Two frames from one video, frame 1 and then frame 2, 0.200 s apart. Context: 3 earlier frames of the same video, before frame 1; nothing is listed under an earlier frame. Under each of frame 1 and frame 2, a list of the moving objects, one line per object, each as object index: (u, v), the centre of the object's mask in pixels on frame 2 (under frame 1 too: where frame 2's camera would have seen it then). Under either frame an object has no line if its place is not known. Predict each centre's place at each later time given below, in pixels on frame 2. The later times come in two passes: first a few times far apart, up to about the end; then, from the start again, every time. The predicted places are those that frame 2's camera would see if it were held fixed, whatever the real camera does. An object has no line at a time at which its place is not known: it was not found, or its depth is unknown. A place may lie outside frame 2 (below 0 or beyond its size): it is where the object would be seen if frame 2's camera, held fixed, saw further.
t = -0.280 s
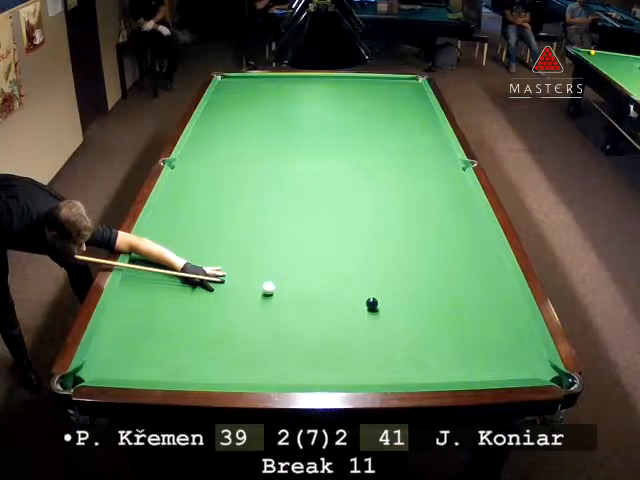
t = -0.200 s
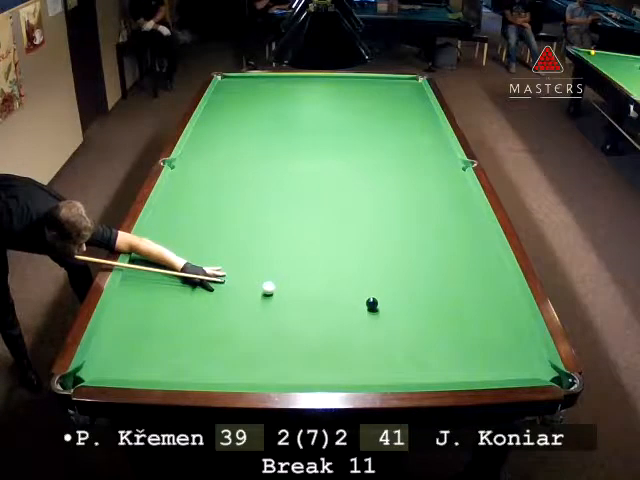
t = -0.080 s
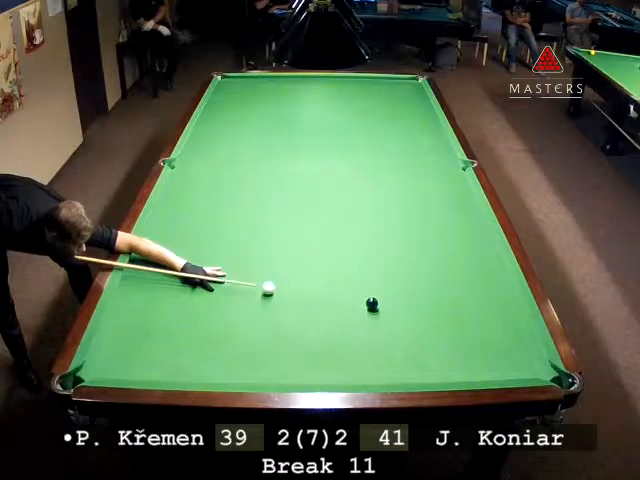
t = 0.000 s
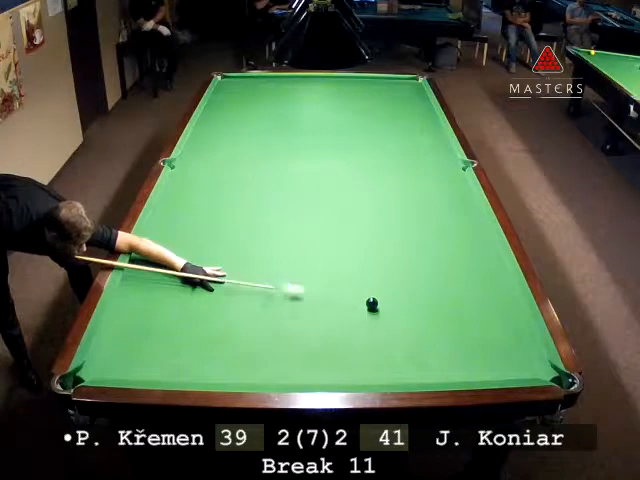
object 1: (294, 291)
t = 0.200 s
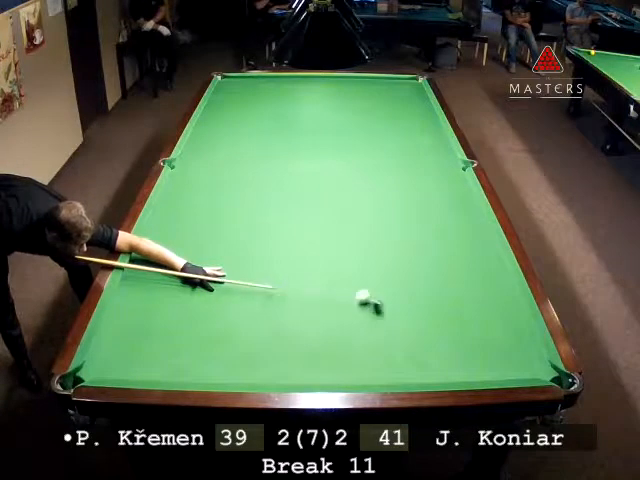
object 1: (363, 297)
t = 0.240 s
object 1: (366, 294)
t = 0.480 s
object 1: (396, 282)
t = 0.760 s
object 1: (429, 269)
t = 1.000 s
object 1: (455, 260)
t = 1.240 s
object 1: (477, 251)
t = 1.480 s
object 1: (489, 244)
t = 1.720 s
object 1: (471, 238)
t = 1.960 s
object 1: (456, 233)
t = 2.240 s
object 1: (439, 228)
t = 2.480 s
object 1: (426, 224)
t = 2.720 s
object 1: (415, 220)
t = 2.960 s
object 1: (404, 217)
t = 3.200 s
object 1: (395, 214)
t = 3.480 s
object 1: (386, 212)
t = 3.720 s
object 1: (379, 210)
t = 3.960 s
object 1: (374, 209)
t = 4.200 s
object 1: (369, 208)
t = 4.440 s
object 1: (365, 207)
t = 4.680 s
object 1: (363, 207)
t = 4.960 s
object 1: (361, 207)
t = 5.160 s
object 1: (361, 207)
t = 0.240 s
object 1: (366, 294)
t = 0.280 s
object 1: (370, 291)
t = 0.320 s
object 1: (376, 289)
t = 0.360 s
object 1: (381, 287)
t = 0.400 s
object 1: (386, 285)
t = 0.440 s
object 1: (391, 283)
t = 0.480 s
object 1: (396, 282)
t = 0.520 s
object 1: (401, 280)
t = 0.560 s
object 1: (406, 278)
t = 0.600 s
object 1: (411, 276)
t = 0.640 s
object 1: (416, 274)
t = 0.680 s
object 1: (420, 273)
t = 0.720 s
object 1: (425, 271)
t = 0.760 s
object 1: (429, 269)
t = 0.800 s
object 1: (433, 267)
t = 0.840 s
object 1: (438, 266)
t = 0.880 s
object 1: (442, 264)
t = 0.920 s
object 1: (446, 263)
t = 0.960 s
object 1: (450, 262)
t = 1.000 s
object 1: (455, 260)
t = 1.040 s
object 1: (459, 258)
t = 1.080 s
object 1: (462, 257)
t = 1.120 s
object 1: (466, 255)
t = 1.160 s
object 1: (470, 254)
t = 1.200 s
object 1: (474, 253)
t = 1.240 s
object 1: (477, 251)
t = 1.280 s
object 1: (481, 250)
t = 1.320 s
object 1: (484, 249)
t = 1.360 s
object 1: (488, 248)
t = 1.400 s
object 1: (490, 246)
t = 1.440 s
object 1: (492, 245)
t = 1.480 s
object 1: (489, 244)
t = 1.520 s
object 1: (486, 243)
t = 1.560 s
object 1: (483, 242)
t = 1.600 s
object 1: (480, 241)
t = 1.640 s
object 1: (477, 240)
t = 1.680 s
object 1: (474, 239)
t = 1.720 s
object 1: (471, 238)
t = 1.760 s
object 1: (469, 238)
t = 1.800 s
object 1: (466, 237)
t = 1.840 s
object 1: (463, 236)
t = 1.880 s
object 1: (461, 235)
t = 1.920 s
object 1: (458, 234)
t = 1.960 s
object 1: (456, 233)
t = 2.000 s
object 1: (453, 233)
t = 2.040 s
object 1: (451, 232)
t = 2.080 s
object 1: (448, 231)
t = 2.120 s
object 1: (446, 230)
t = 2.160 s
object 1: (443, 230)
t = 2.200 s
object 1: (442, 229)
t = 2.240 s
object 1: (439, 228)
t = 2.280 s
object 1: (437, 227)
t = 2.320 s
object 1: (436, 227)
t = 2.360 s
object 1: (433, 226)
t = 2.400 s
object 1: (431, 225)
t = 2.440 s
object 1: (428, 225)
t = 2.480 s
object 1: (426, 224)
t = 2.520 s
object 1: (424, 223)
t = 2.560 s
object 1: (422, 223)
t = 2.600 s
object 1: (420, 222)
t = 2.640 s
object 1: (418, 222)
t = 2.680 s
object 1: (417, 221)
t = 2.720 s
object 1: (415, 220)
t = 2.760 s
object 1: (413, 220)
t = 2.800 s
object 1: (411, 219)
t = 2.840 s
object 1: (409, 219)
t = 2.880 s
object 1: (408, 218)
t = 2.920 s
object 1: (406, 218)
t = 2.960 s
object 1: (404, 217)
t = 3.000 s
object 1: (403, 217)
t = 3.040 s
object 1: (401, 216)
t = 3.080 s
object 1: (400, 216)
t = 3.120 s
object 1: (398, 215)
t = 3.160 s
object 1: (397, 215)
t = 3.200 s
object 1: (395, 214)
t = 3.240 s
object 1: (394, 214)
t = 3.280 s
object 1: (393, 214)
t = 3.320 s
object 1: (391, 213)
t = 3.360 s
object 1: (390, 213)
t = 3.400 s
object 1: (389, 213)
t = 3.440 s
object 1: (387, 212)
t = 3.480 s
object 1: (386, 212)
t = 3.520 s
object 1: (385, 211)
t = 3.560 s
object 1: (383, 211)
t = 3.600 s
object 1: (382, 211)
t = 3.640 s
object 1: (381, 211)
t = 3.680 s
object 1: (380, 210)
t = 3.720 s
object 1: (379, 210)
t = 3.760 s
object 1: (378, 210)
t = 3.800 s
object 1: (377, 210)
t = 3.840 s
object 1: (376, 210)
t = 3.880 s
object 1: (375, 209)
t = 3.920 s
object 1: (375, 209)
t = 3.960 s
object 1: (374, 209)
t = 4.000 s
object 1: (373, 209)
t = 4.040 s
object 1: (372, 209)
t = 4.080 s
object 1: (371, 208)
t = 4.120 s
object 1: (370, 208)
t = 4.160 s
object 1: (370, 208)
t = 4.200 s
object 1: (369, 208)
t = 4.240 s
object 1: (368, 207)
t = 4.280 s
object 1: (368, 207)
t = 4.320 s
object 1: (367, 207)
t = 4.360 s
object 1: (366, 207)
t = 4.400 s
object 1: (366, 207)
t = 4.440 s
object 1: (365, 207)
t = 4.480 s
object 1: (365, 207)
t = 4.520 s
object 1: (364, 207)
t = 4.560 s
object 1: (363, 207)
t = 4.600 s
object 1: (363, 207)
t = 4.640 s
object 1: (363, 207)
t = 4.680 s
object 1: (363, 207)
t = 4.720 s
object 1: (362, 207)
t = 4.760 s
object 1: (362, 207)
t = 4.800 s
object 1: (362, 207)
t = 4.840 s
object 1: (362, 207)
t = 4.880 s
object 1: (361, 207)
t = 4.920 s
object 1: (361, 207)
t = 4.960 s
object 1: (361, 207)
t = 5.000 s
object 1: (361, 207)
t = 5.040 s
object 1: (361, 207)
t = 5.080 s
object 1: (361, 207)
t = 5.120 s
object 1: (361, 207)
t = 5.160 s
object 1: (361, 207)
